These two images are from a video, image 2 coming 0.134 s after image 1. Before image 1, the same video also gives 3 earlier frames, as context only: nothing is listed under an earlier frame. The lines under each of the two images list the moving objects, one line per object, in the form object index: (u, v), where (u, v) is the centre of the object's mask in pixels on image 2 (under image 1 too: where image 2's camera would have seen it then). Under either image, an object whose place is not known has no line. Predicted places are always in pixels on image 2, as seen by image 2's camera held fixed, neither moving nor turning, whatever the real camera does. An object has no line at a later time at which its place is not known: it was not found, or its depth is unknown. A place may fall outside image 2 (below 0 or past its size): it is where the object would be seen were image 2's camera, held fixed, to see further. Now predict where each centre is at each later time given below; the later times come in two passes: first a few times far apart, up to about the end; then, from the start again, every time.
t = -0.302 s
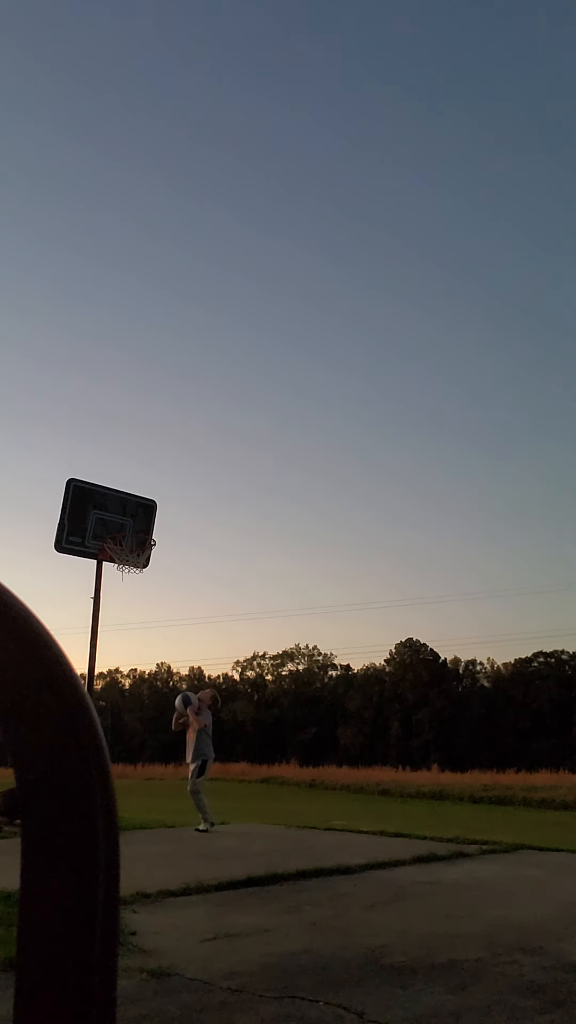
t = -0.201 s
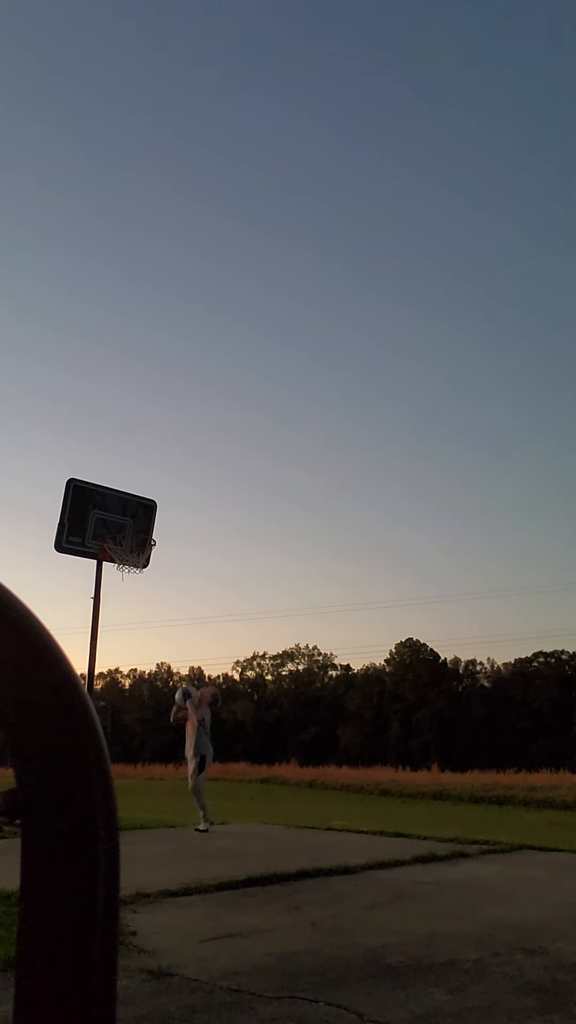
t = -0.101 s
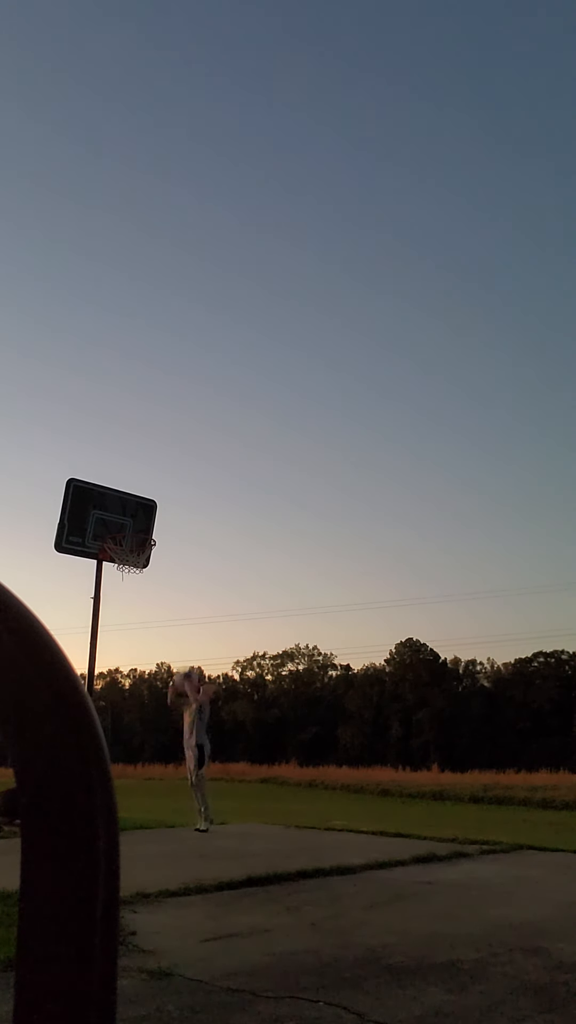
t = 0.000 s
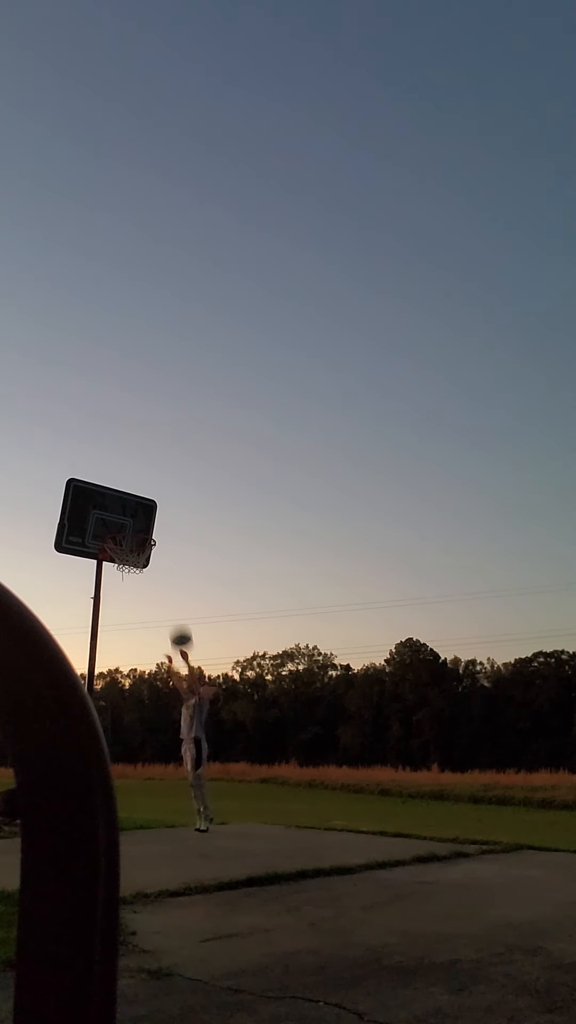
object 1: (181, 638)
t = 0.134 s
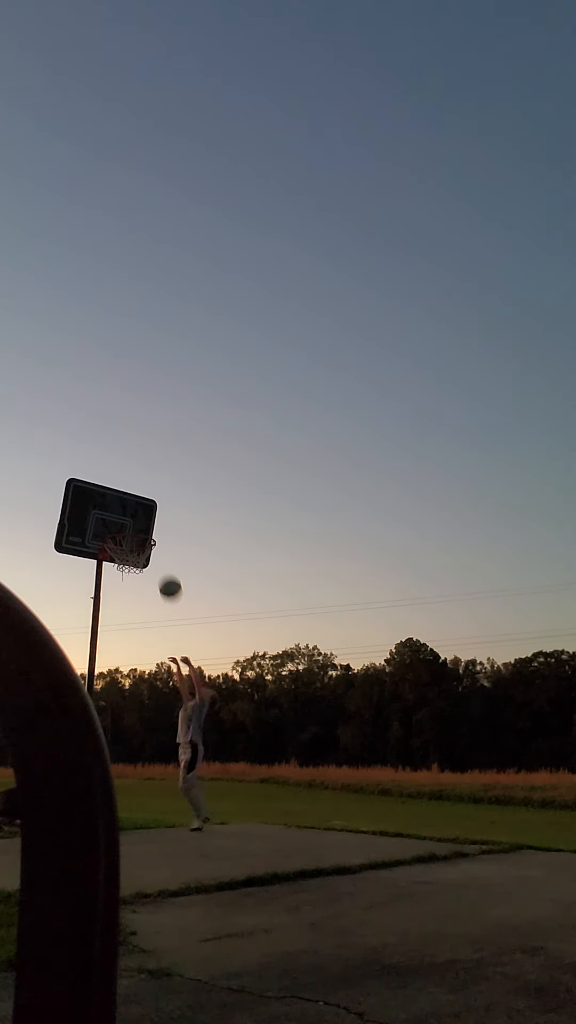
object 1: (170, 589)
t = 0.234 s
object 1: (162, 562)
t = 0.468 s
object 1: (176, 581)
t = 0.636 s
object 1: (190, 634)
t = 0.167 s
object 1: (167, 578)
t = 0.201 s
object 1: (164, 569)
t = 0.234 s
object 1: (162, 562)
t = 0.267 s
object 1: (160, 556)
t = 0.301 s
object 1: (160, 556)
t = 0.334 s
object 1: (163, 559)
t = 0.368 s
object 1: (166, 563)
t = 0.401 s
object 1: (170, 568)
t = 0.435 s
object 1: (173, 574)
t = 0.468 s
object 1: (176, 581)
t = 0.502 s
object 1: (179, 590)
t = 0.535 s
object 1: (181, 598)
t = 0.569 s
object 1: (184, 609)
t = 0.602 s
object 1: (187, 621)
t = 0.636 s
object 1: (190, 634)
